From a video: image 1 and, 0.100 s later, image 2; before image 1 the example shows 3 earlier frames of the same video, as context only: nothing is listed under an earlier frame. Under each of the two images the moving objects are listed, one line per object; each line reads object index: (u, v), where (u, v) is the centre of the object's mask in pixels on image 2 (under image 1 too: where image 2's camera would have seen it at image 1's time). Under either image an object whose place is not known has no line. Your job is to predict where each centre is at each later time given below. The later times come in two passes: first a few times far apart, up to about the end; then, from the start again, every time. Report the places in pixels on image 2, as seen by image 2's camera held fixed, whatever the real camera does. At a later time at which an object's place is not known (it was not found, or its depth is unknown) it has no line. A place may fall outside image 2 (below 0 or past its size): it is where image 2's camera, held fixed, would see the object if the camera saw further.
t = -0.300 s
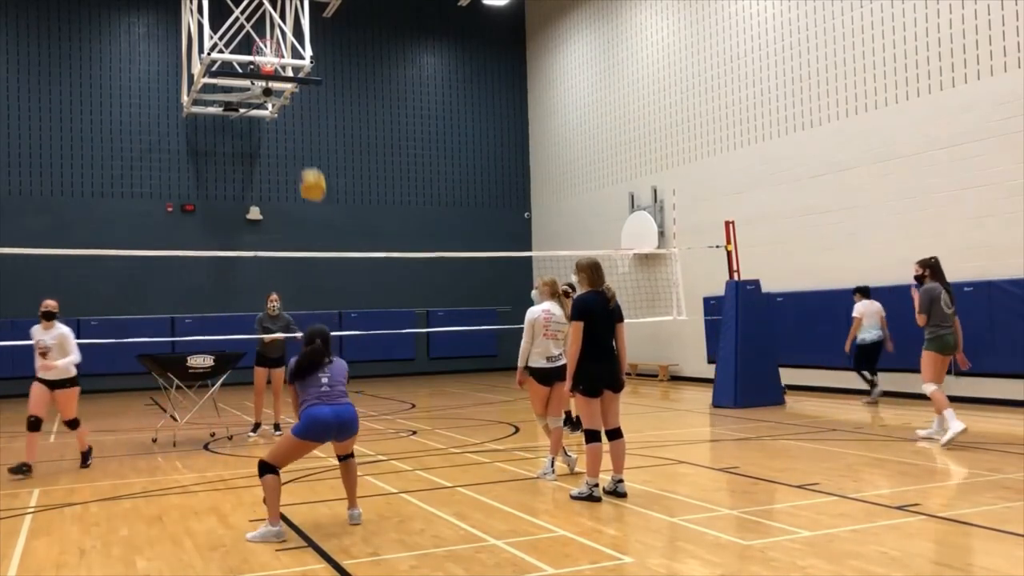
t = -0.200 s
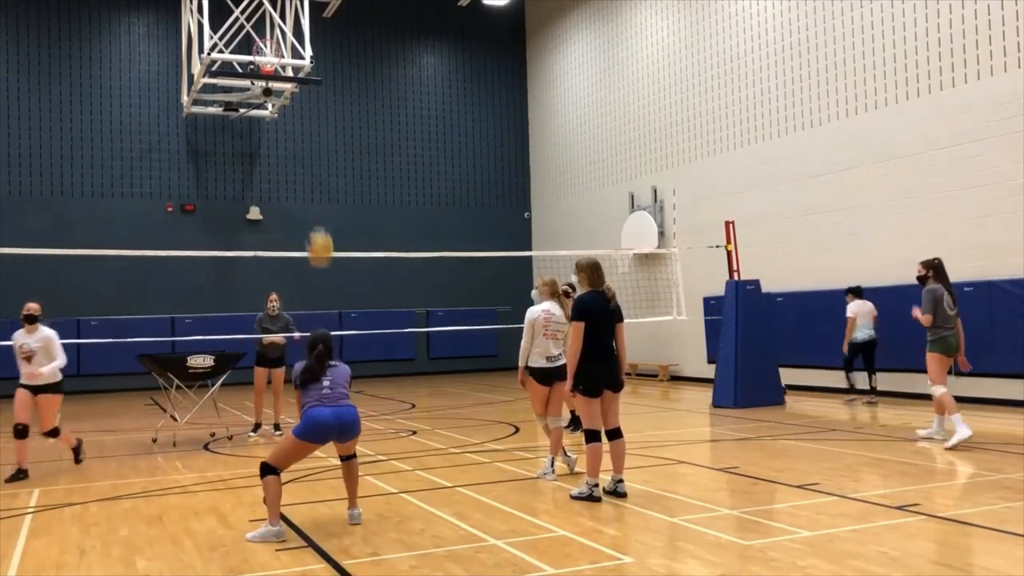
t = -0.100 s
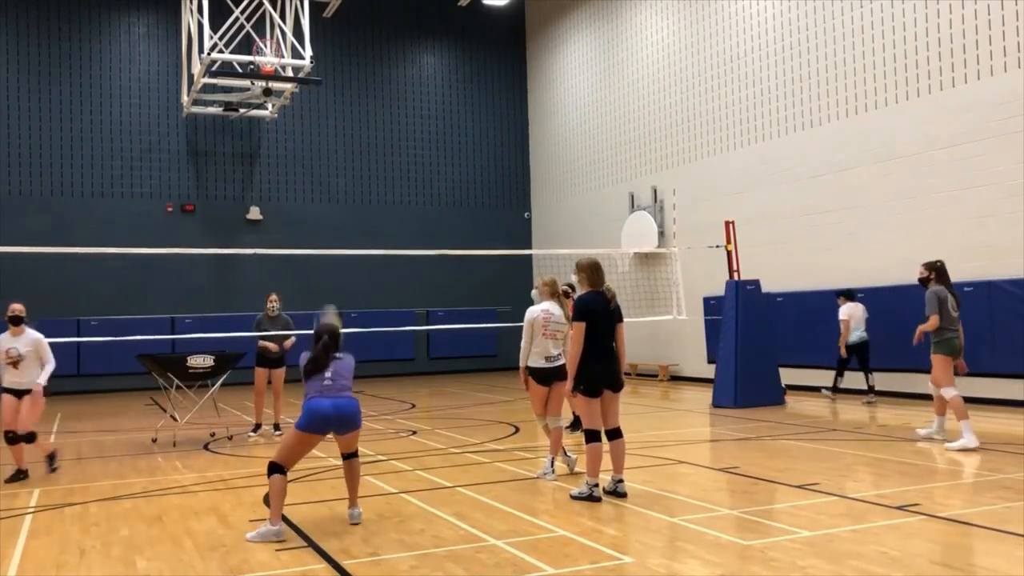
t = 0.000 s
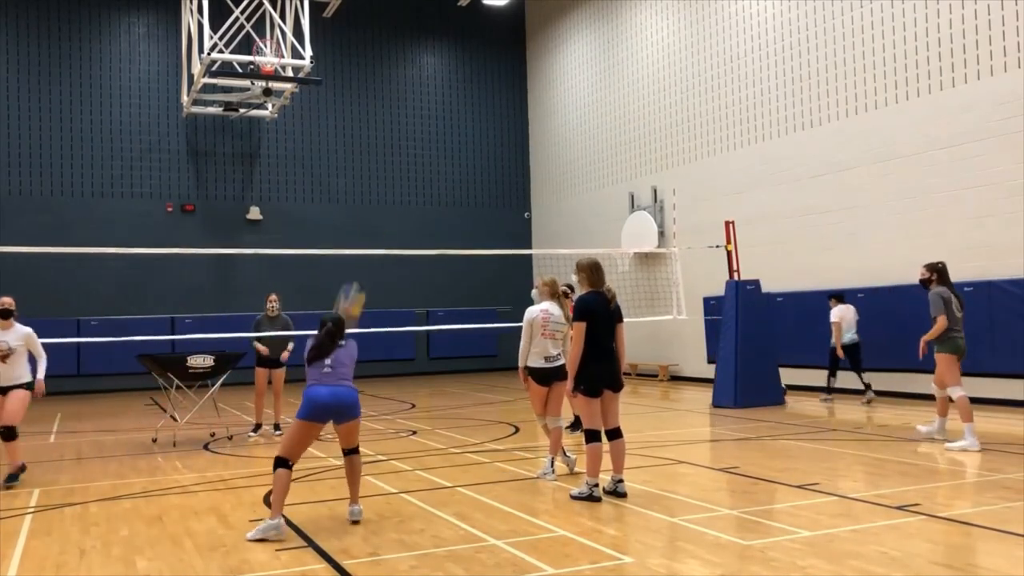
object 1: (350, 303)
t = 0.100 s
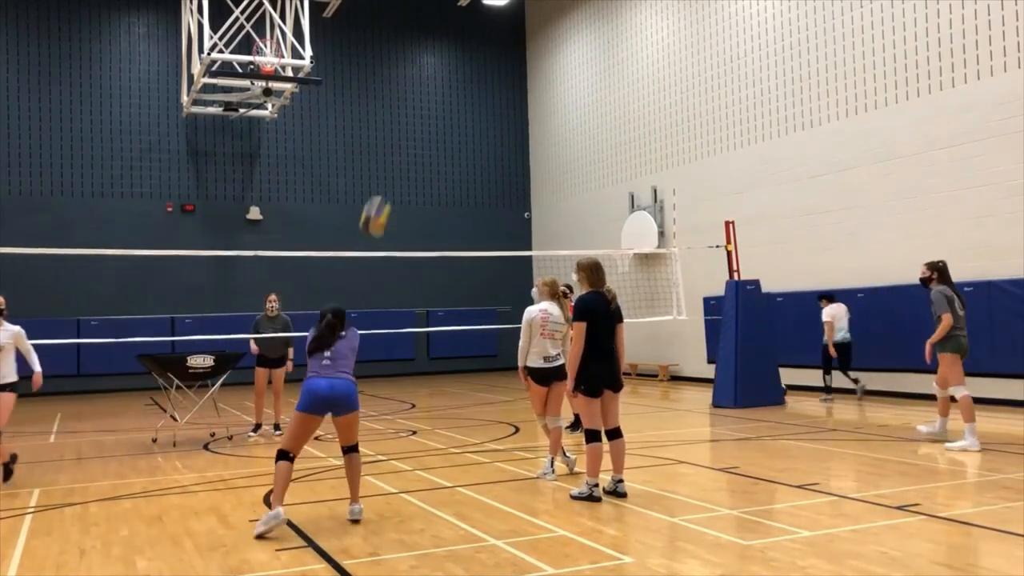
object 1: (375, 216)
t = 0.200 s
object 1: (400, 146)
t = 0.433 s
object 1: (451, 44)
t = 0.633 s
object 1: (490, 15)
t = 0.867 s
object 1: (533, 30)
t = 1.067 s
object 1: (566, 85)
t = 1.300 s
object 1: (599, 188)
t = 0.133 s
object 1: (383, 191)
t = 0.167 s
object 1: (391, 167)
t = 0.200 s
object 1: (400, 146)
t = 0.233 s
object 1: (408, 127)
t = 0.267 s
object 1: (415, 109)
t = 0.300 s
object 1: (423, 91)
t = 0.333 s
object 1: (431, 77)
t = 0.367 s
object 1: (437, 64)
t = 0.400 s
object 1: (444, 54)
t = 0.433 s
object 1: (451, 44)
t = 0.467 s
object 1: (458, 36)
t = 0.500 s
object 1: (465, 28)
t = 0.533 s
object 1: (471, 23)
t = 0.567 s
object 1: (478, 18)
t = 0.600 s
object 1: (484, 15)
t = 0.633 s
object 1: (490, 15)
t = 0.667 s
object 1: (496, 15)
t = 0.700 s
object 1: (503, 13)
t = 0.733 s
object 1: (510, 15)
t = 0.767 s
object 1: (515, 16)
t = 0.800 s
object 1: (521, 20)
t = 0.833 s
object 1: (527, 25)
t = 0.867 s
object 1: (533, 30)
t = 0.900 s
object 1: (538, 37)
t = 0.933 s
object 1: (543, 43)
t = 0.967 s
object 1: (549, 53)
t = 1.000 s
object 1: (554, 63)
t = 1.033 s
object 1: (561, 75)
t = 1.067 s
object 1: (566, 85)
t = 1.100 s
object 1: (571, 98)
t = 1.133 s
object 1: (575, 109)
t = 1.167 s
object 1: (580, 124)
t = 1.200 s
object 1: (585, 139)
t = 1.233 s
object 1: (591, 155)
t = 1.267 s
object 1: (595, 170)
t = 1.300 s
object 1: (599, 188)
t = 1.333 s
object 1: (604, 205)
